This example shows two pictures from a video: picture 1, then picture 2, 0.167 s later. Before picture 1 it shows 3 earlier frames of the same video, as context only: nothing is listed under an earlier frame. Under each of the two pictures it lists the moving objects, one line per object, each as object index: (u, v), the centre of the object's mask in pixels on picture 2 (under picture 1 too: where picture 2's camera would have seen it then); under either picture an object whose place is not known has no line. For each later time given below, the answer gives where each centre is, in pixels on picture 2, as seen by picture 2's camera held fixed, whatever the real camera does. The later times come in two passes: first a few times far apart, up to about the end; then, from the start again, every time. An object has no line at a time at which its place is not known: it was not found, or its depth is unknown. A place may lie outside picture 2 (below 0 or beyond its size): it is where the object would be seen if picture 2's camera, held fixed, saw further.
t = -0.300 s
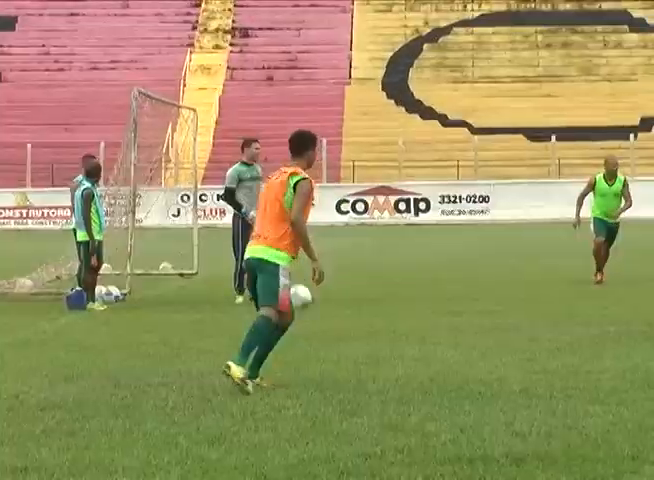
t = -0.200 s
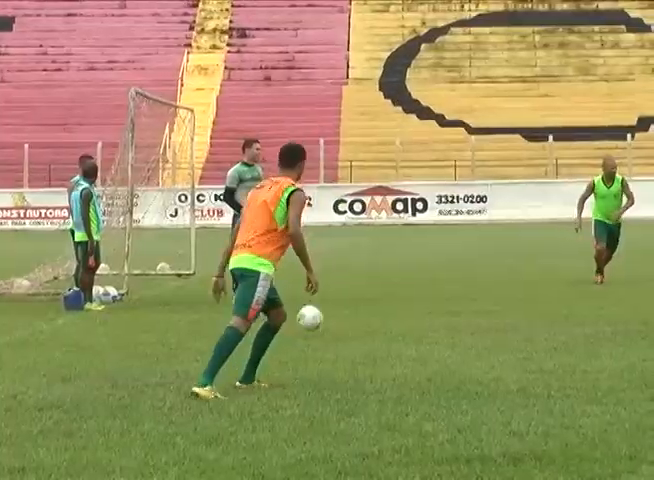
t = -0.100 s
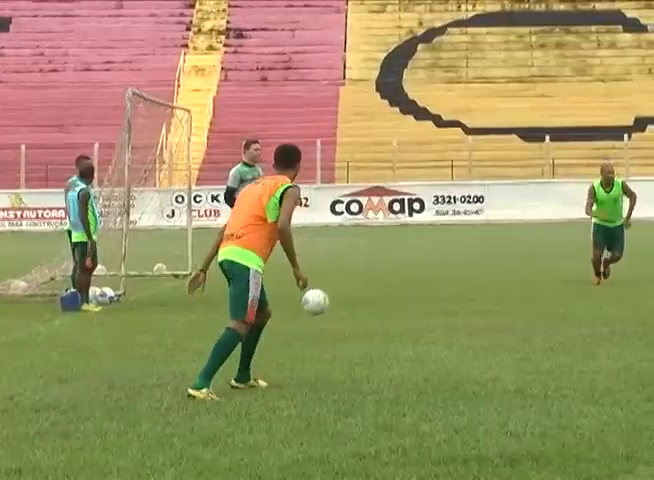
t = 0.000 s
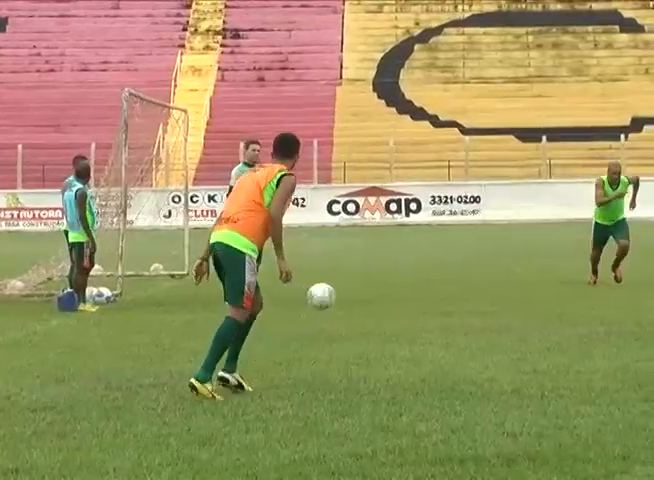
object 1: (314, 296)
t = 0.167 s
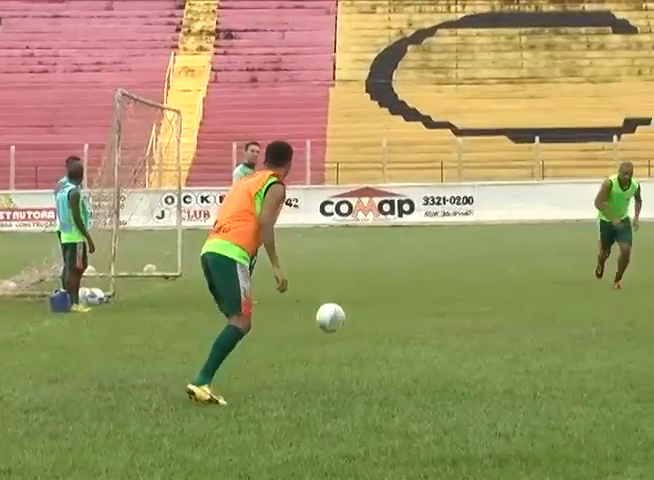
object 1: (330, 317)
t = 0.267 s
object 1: (341, 349)
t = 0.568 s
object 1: (381, 358)
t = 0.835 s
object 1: (421, 387)
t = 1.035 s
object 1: (453, 402)
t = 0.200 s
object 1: (334, 326)
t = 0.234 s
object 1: (337, 337)
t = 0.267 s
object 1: (341, 349)
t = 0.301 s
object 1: (346, 354)
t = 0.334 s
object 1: (349, 351)
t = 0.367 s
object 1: (353, 346)
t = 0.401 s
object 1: (358, 344)
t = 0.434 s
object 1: (362, 344)
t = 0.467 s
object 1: (367, 345)
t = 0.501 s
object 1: (371, 348)
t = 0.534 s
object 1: (376, 352)
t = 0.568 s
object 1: (381, 358)
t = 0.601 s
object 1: (386, 367)
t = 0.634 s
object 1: (391, 373)
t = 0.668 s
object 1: (396, 374)
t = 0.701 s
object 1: (400, 374)
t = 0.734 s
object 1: (405, 375)
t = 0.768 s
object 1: (410, 376)
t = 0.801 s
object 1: (414, 381)
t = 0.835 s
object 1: (421, 387)
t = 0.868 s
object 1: (426, 394)
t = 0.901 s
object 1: (431, 400)
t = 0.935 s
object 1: (437, 400)
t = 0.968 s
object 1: (443, 398)
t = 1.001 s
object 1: (447, 399)
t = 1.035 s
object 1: (453, 402)
